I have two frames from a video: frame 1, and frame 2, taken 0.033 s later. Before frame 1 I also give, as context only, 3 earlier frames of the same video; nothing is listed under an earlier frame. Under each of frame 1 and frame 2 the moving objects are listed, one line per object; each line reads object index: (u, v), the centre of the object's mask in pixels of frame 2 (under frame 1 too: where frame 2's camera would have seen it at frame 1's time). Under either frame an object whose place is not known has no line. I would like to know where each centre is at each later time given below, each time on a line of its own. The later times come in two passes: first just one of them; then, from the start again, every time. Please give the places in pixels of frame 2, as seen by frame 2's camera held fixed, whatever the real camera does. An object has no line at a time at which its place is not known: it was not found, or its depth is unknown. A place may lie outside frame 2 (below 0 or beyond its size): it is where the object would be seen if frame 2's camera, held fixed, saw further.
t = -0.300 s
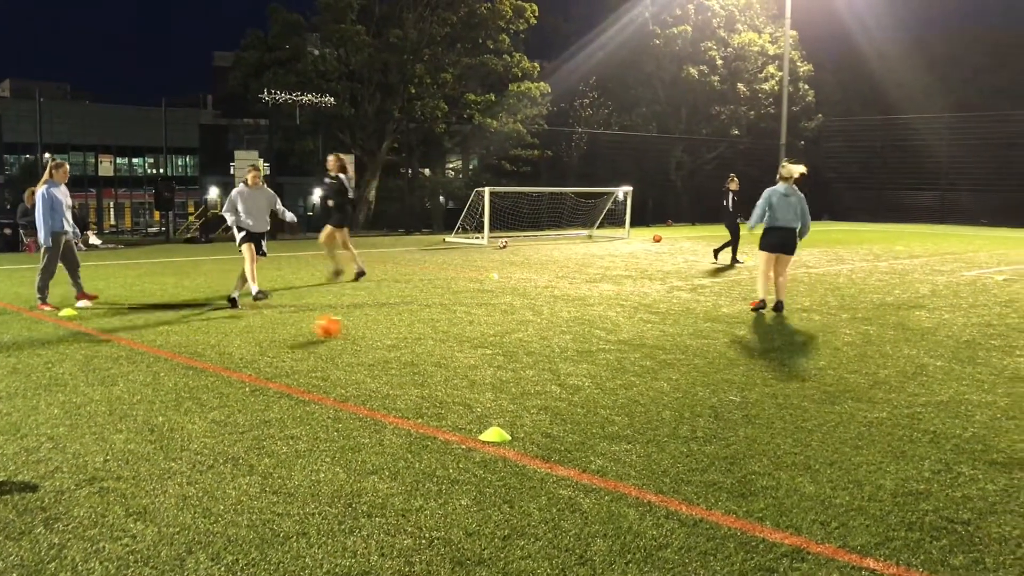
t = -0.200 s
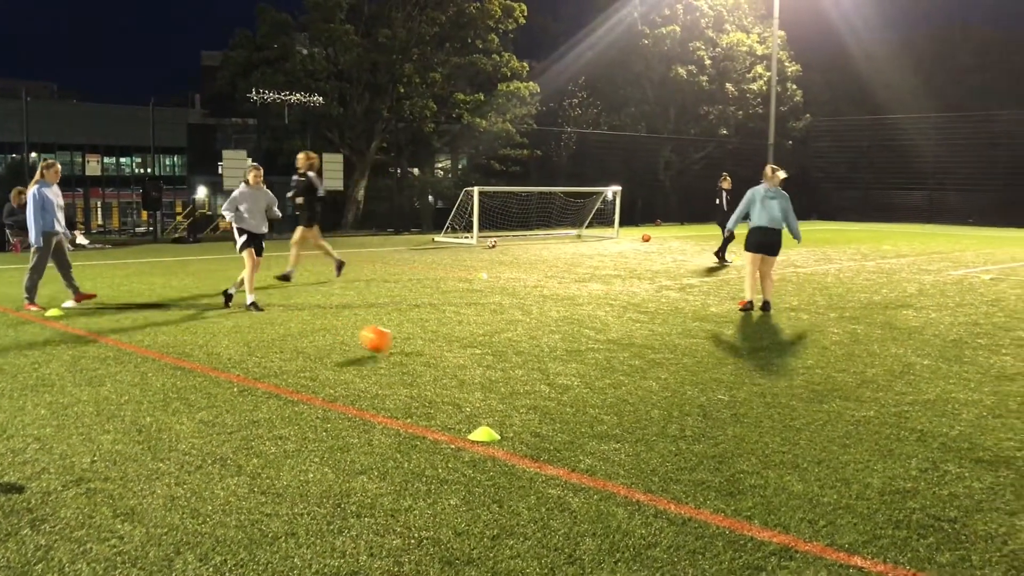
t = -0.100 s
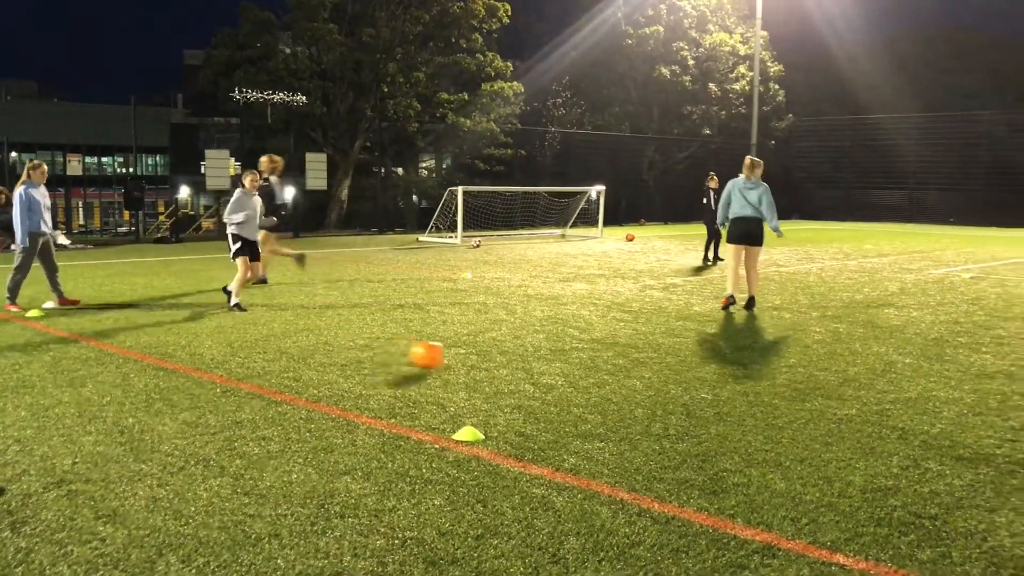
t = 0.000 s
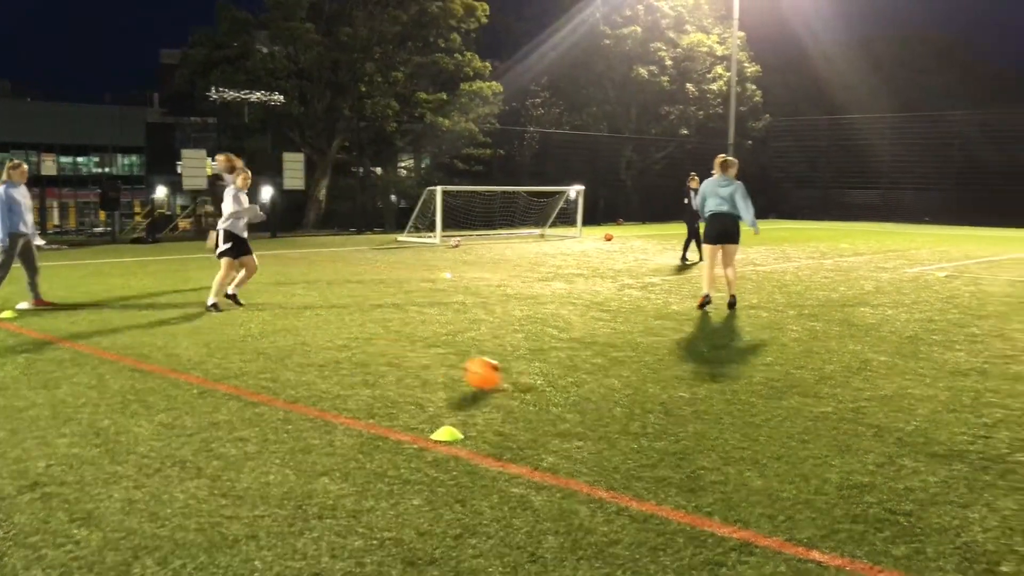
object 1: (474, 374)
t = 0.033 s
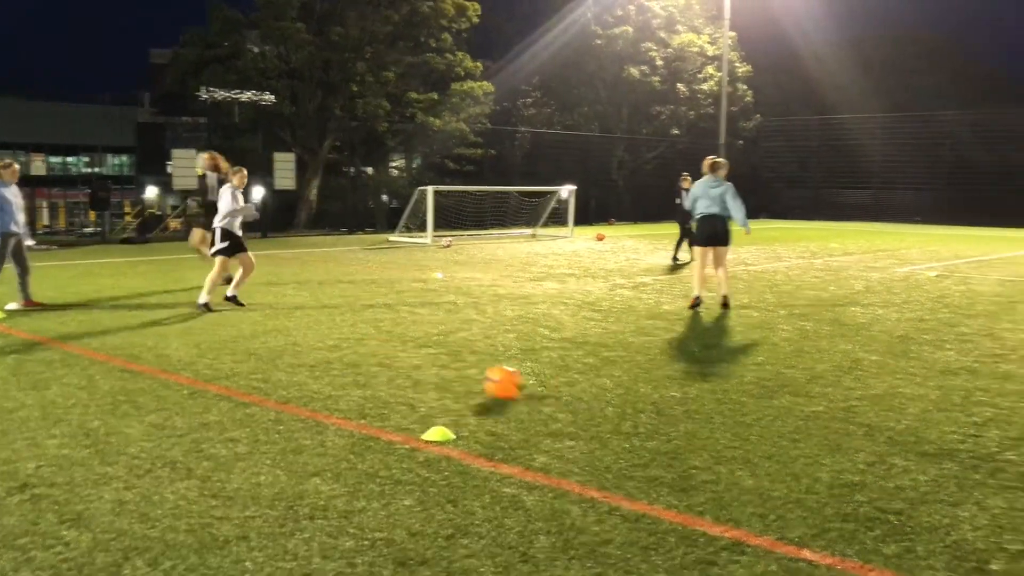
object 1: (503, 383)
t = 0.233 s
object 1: (703, 428)
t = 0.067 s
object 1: (531, 387)
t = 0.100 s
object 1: (561, 391)
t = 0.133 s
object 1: (592, 397)
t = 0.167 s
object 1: (627, 406)
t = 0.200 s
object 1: (664, 418)
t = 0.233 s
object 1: (703, 428)
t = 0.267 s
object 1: (739, 433)
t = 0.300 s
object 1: (779, 440)
